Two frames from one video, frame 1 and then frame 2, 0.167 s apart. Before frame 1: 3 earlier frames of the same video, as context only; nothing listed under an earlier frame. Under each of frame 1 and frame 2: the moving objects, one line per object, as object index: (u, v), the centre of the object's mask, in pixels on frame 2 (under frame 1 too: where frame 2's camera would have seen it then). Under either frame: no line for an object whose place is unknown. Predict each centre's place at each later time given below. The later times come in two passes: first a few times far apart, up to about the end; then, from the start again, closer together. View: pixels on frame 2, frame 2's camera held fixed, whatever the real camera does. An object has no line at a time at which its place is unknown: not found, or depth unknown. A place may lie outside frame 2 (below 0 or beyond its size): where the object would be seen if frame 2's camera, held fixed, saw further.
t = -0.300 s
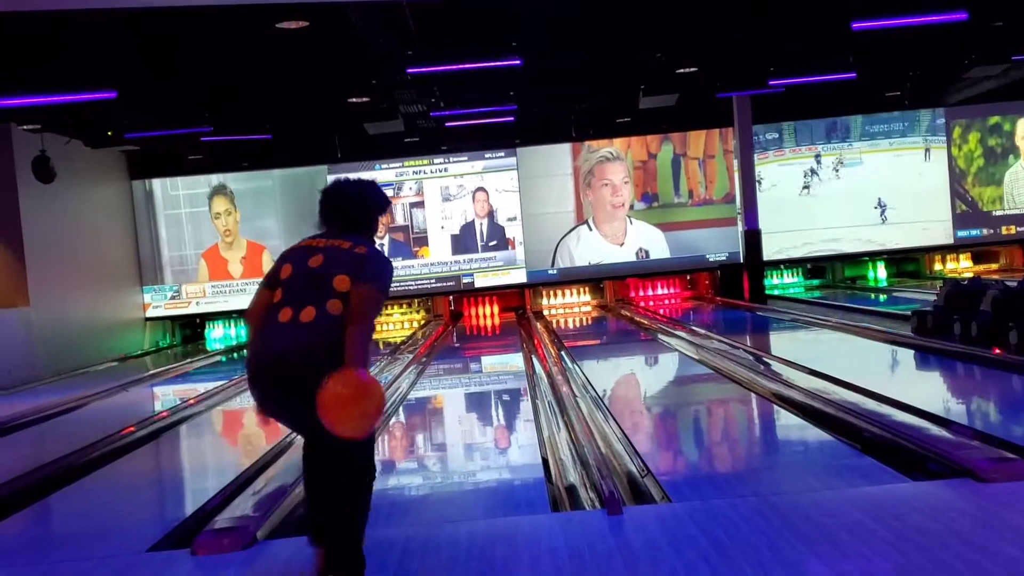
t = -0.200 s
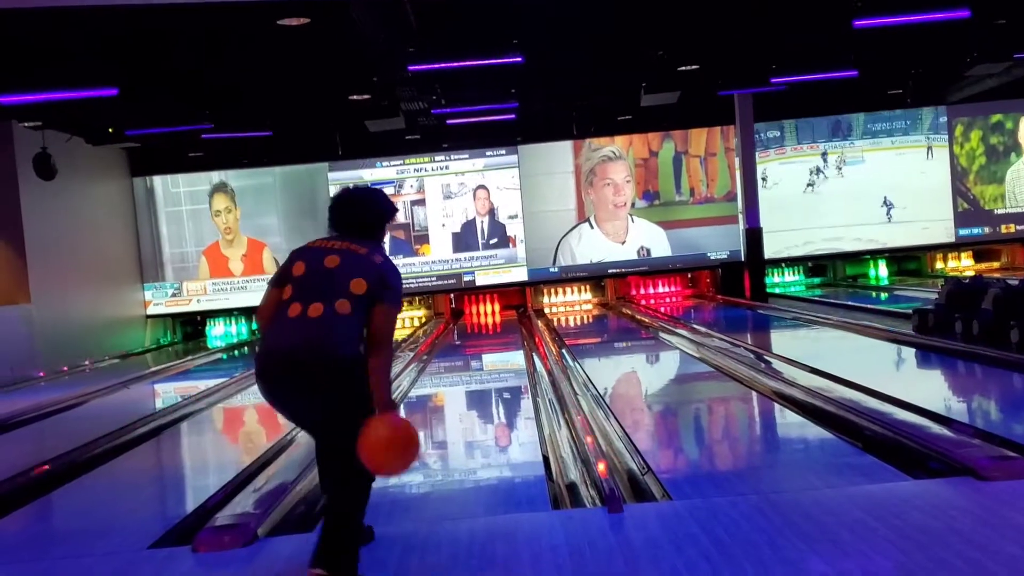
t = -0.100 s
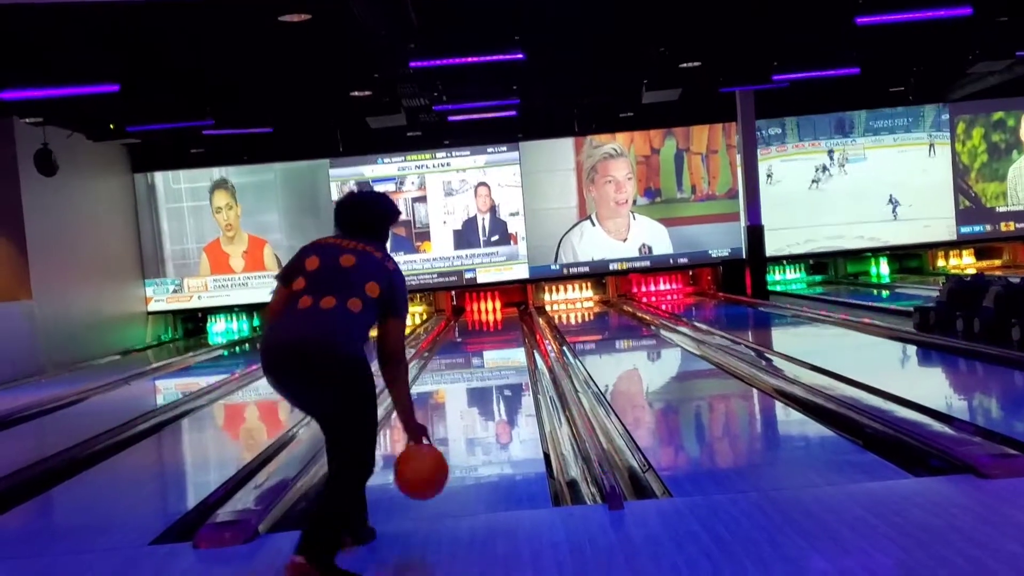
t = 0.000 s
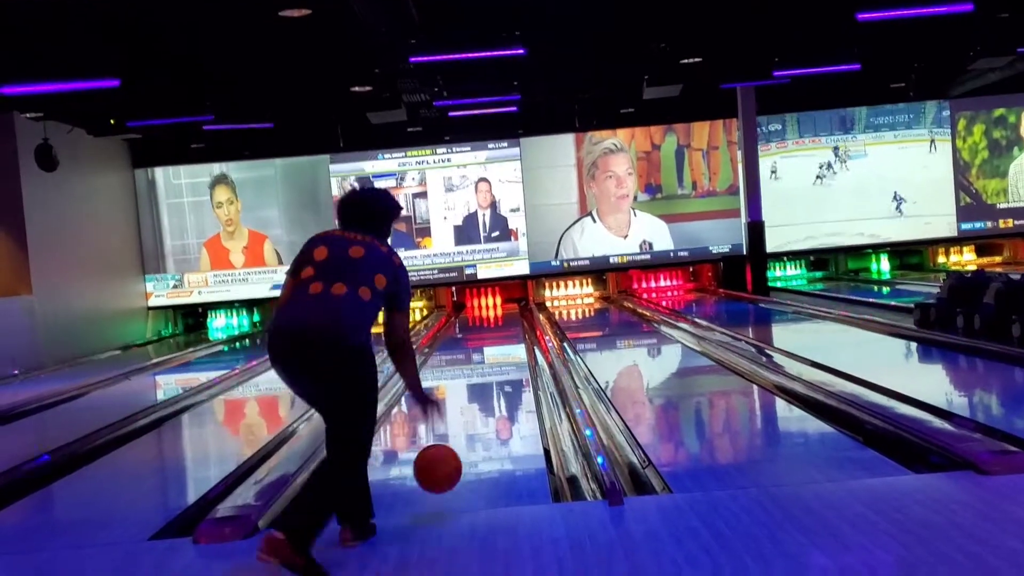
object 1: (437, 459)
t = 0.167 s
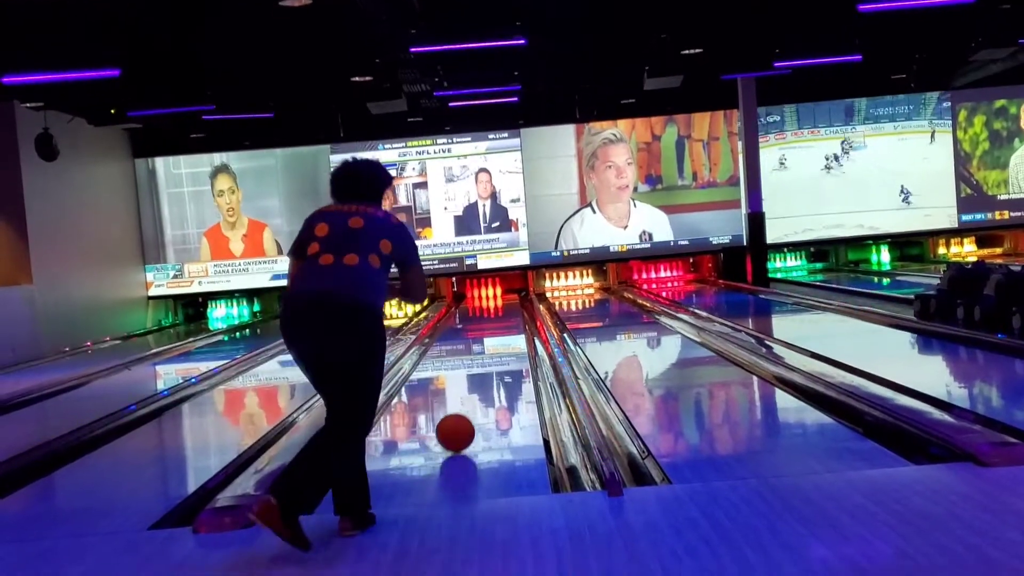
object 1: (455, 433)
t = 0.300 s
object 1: (462, 411)
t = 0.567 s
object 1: (473, 379)
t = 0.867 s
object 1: (480, 355)
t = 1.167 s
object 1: (484, 339)
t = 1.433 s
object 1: (488, 327)
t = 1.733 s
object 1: (490, 319)
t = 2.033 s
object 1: (491, 311)
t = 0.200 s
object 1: (457, 427)
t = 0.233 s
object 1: (459, 421)
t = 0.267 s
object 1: (461, 416)
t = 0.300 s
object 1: (462, 411)
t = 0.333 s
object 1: (464, 406)
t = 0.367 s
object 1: (466, 401)
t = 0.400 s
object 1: (467, 397)
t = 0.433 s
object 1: (468, 393)
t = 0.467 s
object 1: (470, 389)
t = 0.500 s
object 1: (471, 385)
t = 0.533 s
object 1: (472, 382)
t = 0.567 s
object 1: (473, 379)
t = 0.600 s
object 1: (474, 375)
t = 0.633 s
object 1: (474, 372)
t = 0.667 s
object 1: (475, 370)
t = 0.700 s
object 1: (476, 367)
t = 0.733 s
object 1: (477, 364)
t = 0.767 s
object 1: (478, 362)
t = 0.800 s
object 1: (478, 359)
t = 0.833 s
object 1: (479, 357)
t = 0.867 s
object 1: (480, 355)
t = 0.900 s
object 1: (482, 353)
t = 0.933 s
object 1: (481, 351)
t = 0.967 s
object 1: (481, 349)
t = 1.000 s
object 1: (482, 347)
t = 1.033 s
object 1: (482, 346)
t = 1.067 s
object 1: (483, 343)
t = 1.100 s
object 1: (483, 342)
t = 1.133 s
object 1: (484, 341)
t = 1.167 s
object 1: (484, 339)
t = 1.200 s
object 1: (483, 340)
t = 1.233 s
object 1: (485, 338)
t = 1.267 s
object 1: (489, 333)
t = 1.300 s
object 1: (486, 332)
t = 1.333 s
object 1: (487, 331)
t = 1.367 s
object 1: (487, 330)
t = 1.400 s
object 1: (487, 329)
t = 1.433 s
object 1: (488, 327)
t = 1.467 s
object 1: (488, 326)
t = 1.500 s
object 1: (488, 325)
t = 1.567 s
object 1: (488, 324)
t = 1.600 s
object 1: (489, 323)
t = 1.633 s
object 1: (489, 322)
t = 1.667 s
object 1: (489, 321)
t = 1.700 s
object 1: (490, 320)
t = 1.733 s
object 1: (490, 319)
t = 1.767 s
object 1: (490, 318)
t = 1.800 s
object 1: (490, 318)
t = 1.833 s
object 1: (491, 317)
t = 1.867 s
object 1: (491, 315)
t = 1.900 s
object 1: (491, 315)
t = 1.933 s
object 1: (491, 315)
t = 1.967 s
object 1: (491, 312)
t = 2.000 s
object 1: (491, 312)
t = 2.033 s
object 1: (491, 311)
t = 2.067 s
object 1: (491, 310)
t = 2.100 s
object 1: (491, 310)
